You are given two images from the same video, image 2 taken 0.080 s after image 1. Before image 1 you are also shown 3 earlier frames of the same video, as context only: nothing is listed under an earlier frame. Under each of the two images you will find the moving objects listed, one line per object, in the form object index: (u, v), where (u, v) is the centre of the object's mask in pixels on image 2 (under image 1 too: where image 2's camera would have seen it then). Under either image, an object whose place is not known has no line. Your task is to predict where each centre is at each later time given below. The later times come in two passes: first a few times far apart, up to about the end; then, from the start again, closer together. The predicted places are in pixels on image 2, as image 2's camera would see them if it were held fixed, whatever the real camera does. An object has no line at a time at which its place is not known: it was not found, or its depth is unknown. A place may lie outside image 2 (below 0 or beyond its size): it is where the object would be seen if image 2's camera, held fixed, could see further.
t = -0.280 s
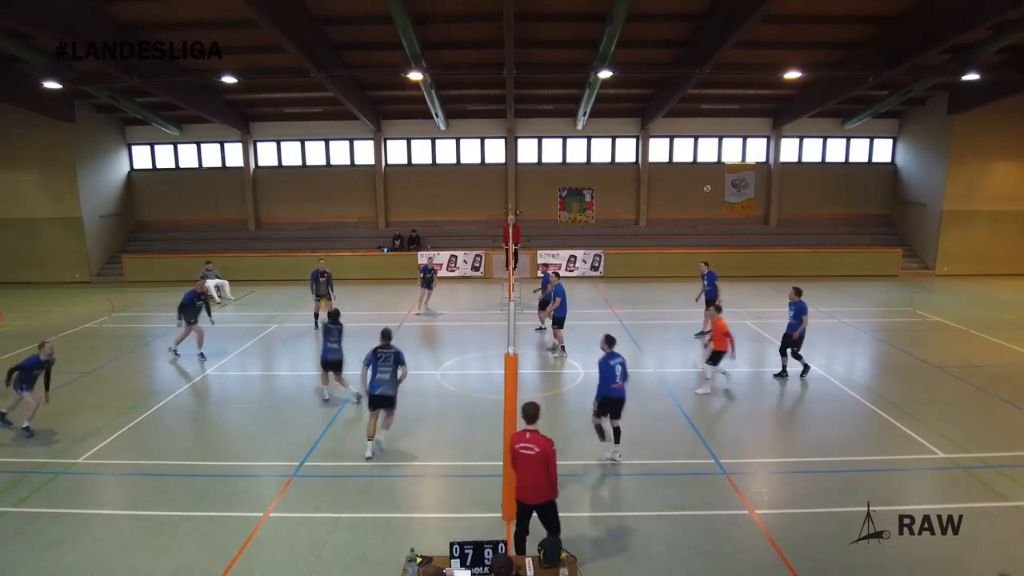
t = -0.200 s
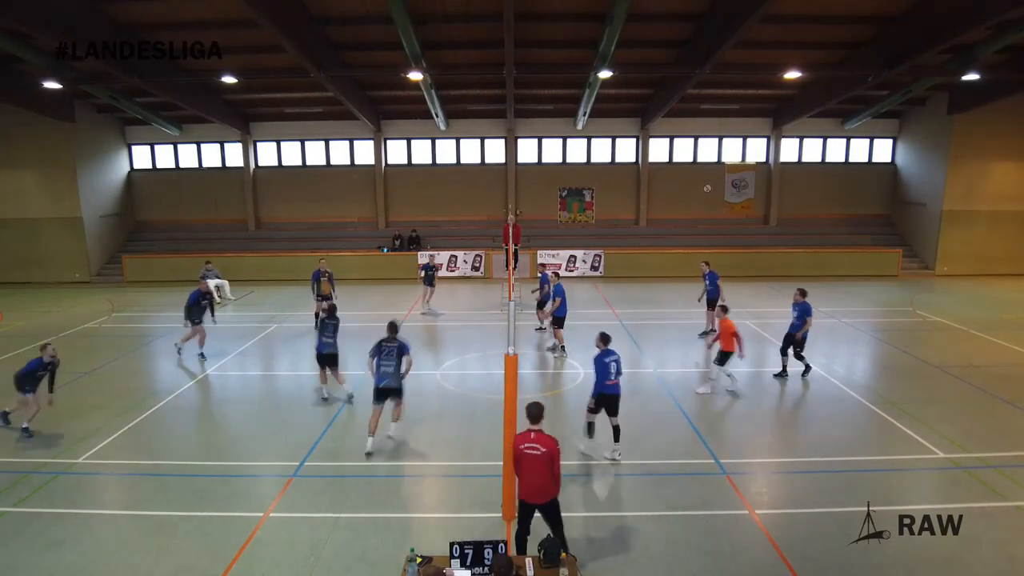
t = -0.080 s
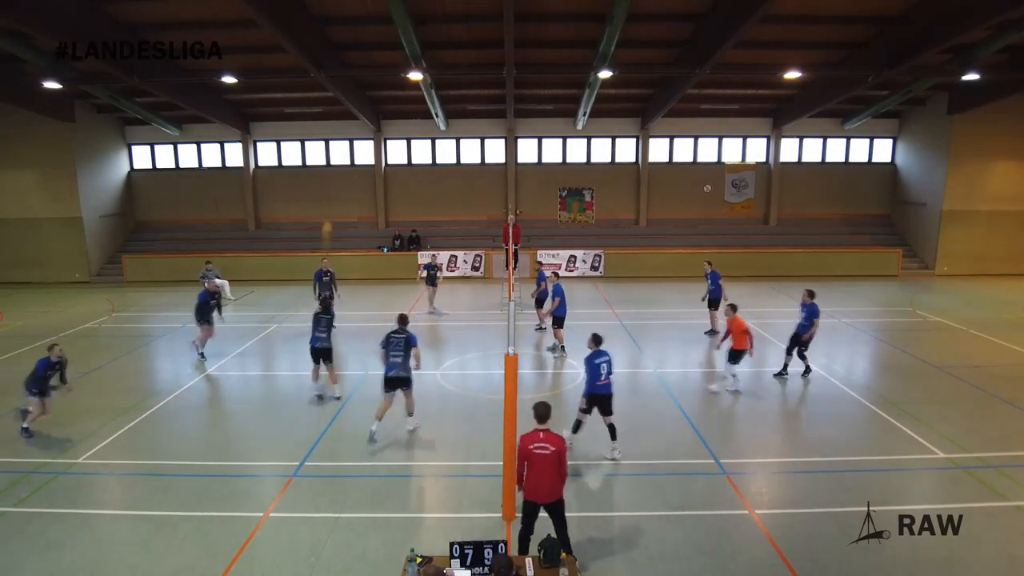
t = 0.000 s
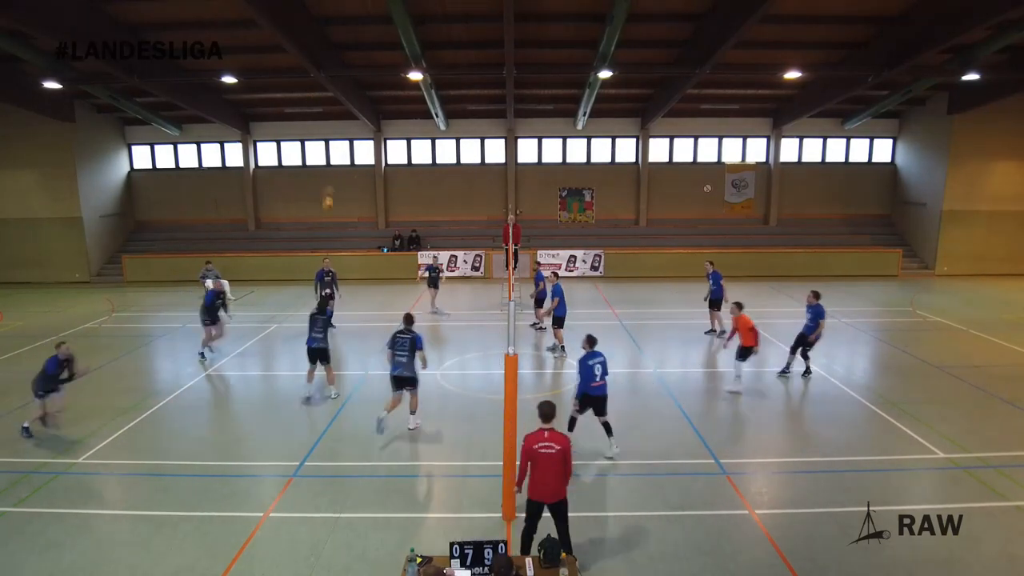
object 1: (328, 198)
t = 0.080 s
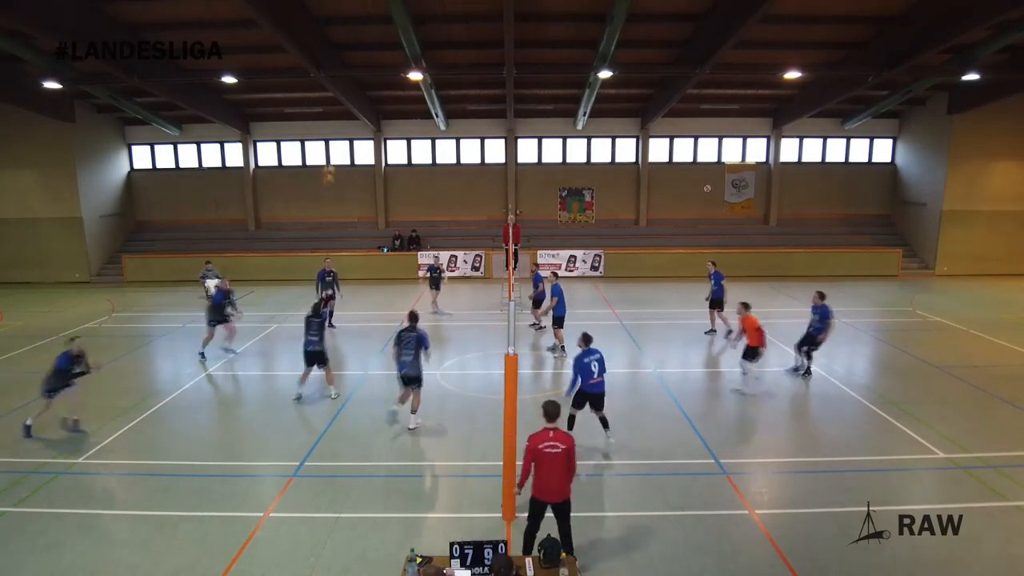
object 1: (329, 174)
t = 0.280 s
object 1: (333, 121)
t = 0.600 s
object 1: (342, 88)
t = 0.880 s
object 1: (351, 102)
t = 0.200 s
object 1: (331, 138)
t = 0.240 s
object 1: (332, 129)
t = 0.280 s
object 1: (333, 121)
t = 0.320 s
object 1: (334, 115)
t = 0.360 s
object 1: (335, 109)
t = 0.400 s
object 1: (336, 102)
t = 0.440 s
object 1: (337, 98)
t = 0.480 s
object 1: (338, 94)
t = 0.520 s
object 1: (339, 91)
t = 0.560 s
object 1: (340, 89)
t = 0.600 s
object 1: (342, 88)
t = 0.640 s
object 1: (343, 88)
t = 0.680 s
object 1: (344, 88)
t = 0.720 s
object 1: (345, 89)
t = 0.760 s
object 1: (347, 91)
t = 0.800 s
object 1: (348, 94)
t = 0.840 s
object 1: (350, 97)
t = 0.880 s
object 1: (351, 102)
